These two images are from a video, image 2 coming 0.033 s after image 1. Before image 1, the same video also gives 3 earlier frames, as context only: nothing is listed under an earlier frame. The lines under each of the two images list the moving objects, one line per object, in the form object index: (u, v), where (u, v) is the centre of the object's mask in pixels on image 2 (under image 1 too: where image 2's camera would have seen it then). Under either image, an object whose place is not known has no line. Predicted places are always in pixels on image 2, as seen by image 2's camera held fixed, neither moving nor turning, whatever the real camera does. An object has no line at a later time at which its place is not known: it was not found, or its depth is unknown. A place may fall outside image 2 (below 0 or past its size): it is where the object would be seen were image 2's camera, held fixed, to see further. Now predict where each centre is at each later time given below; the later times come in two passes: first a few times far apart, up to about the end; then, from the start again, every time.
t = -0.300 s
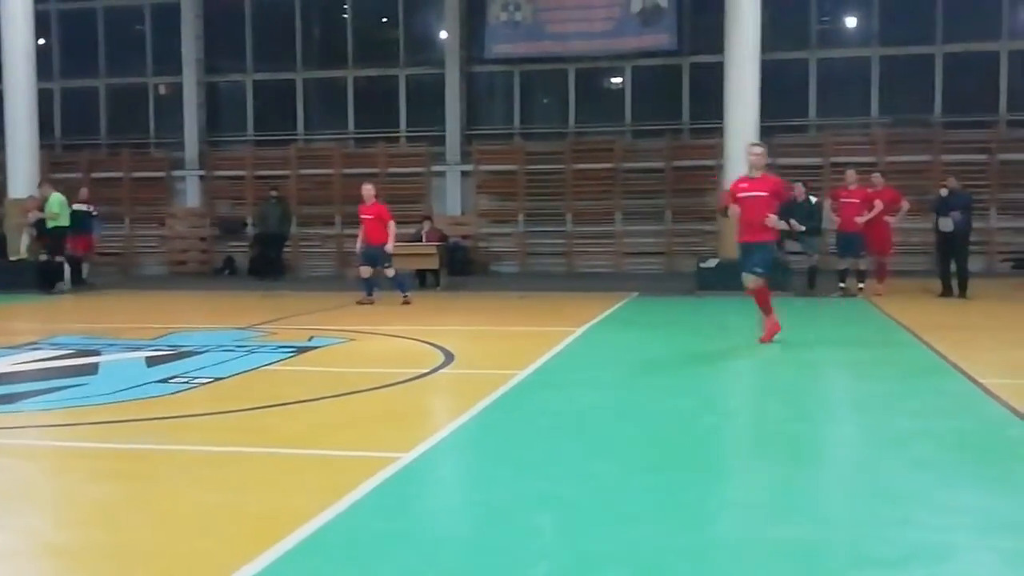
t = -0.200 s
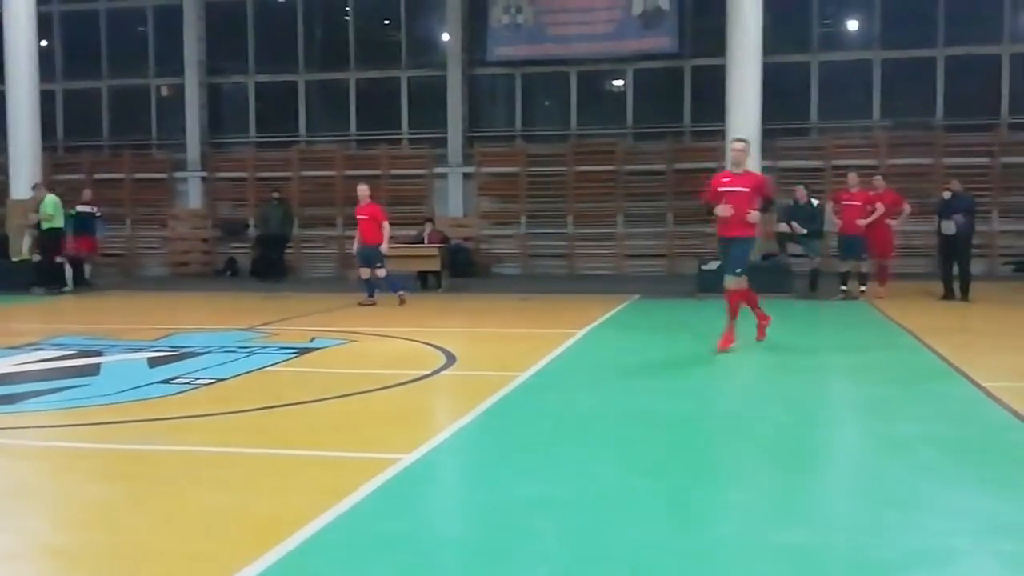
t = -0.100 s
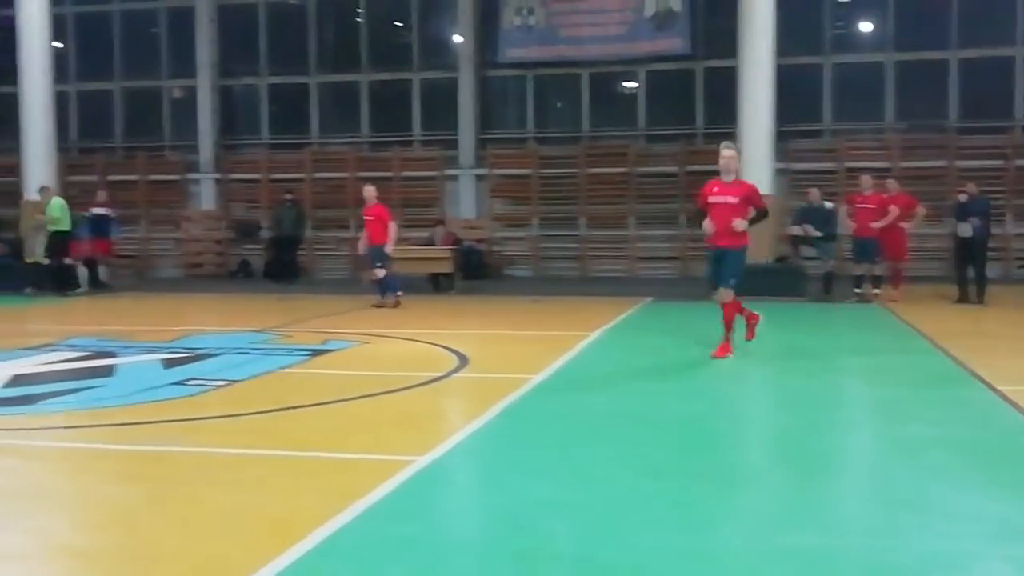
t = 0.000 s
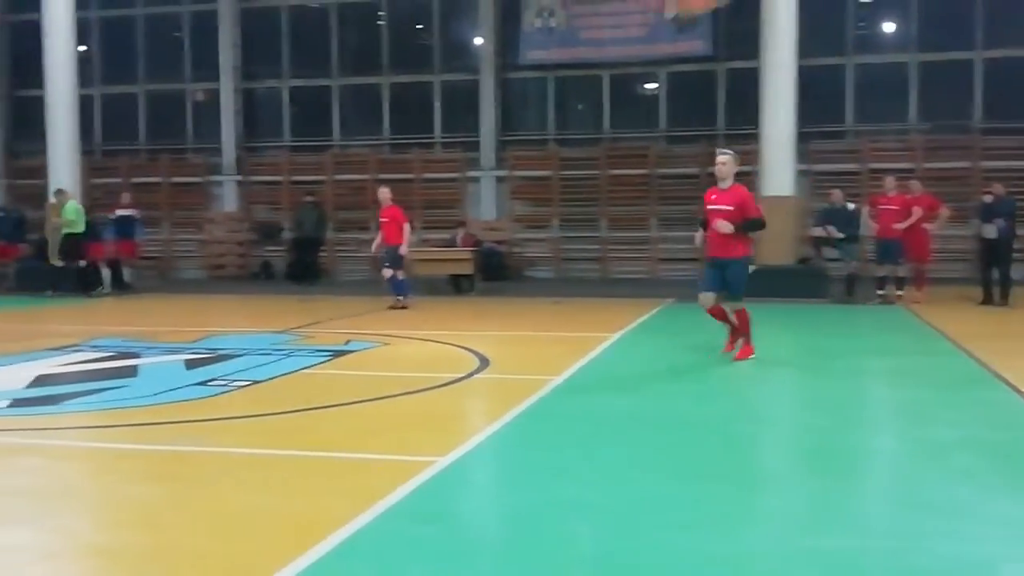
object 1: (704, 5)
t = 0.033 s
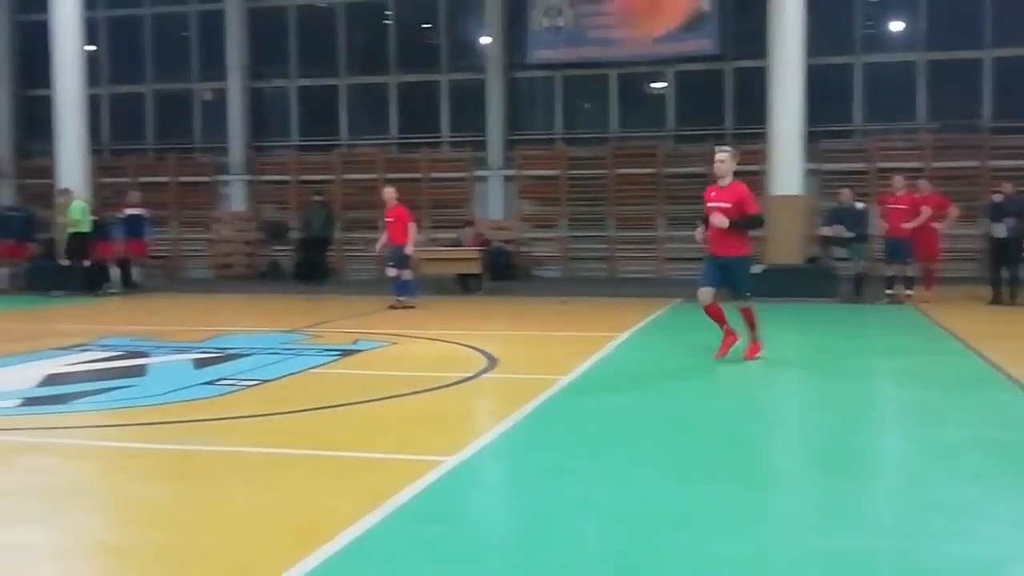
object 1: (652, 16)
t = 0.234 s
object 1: (423, 174)
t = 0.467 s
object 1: (259, 407)
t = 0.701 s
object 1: (171, 354)
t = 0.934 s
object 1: (99, 335)
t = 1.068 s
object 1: (61, 368)
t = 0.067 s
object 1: (605, 30)
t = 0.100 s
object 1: (561, 52)
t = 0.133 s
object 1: (522, 81)
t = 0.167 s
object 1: (486, 108)
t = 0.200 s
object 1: (453, 142)
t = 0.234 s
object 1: (423, 174)
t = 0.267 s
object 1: (396, 202)
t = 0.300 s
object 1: (369, 239)
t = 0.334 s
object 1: (345, 269)
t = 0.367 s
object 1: (324, 298)
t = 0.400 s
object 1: (301, 331)
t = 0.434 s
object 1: (280, 372)
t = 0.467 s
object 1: (259, 407)
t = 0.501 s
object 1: (241, 444)
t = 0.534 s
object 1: (228, 440)
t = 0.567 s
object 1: (216, 416)
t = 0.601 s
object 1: (205, 397)
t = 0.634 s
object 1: (193, 380)
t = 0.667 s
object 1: (182, 367)
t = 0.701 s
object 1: (171, 354)
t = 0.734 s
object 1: (160, 345)
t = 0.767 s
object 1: (150, 338)
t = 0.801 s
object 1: (139, 335)
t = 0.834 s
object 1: (129, 331)
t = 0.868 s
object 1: (117, 331)
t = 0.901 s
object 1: (108, 332)
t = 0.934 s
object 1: (99, 335)
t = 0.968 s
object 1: (90, 340)
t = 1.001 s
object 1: (80, 347)
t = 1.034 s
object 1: (71, 354)
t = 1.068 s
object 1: (61, 368)
